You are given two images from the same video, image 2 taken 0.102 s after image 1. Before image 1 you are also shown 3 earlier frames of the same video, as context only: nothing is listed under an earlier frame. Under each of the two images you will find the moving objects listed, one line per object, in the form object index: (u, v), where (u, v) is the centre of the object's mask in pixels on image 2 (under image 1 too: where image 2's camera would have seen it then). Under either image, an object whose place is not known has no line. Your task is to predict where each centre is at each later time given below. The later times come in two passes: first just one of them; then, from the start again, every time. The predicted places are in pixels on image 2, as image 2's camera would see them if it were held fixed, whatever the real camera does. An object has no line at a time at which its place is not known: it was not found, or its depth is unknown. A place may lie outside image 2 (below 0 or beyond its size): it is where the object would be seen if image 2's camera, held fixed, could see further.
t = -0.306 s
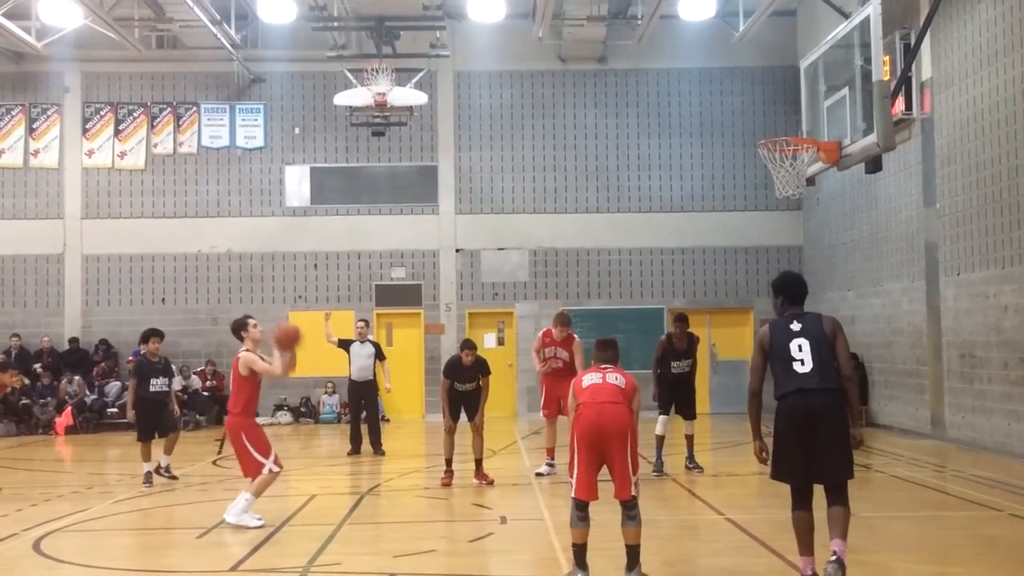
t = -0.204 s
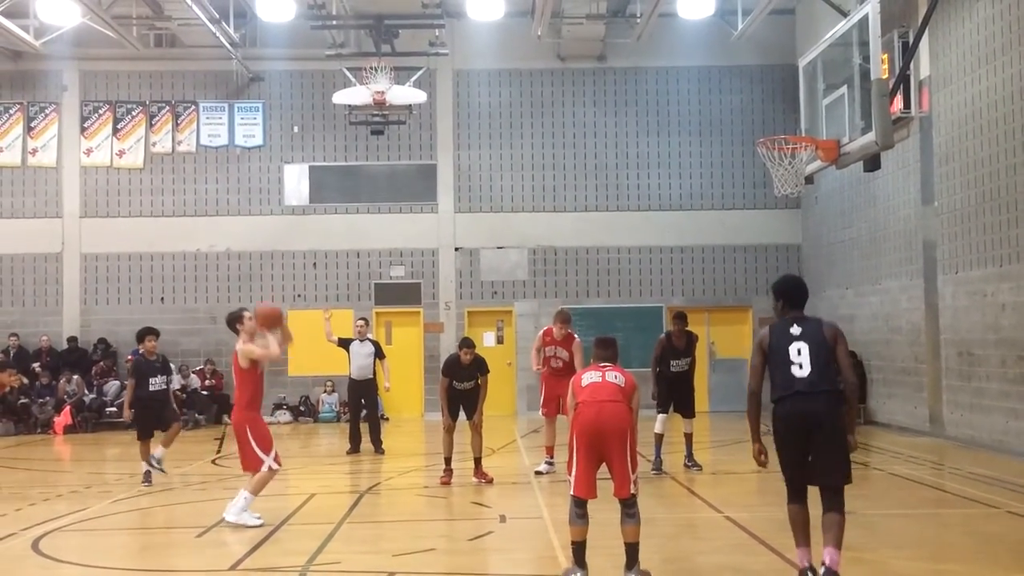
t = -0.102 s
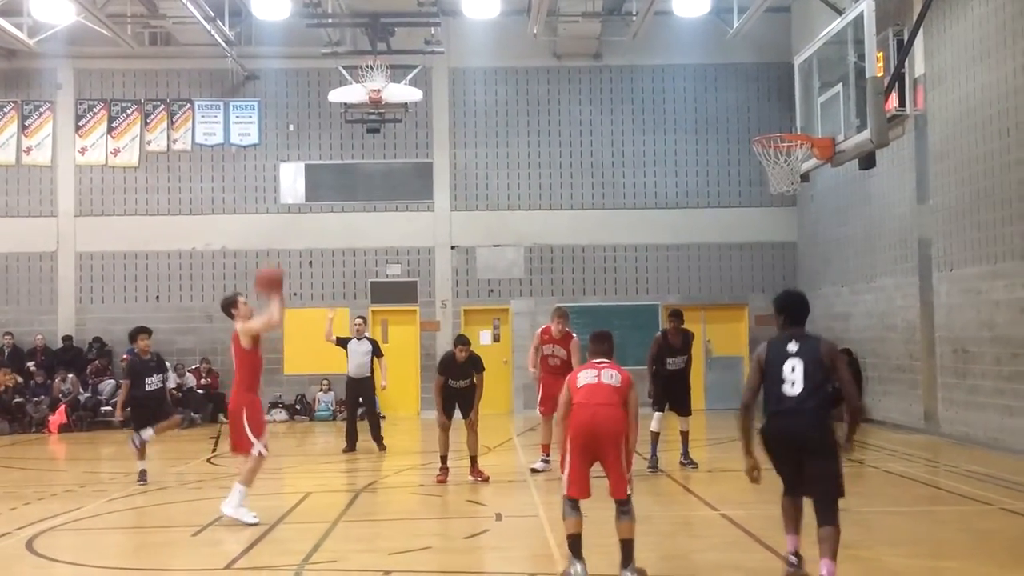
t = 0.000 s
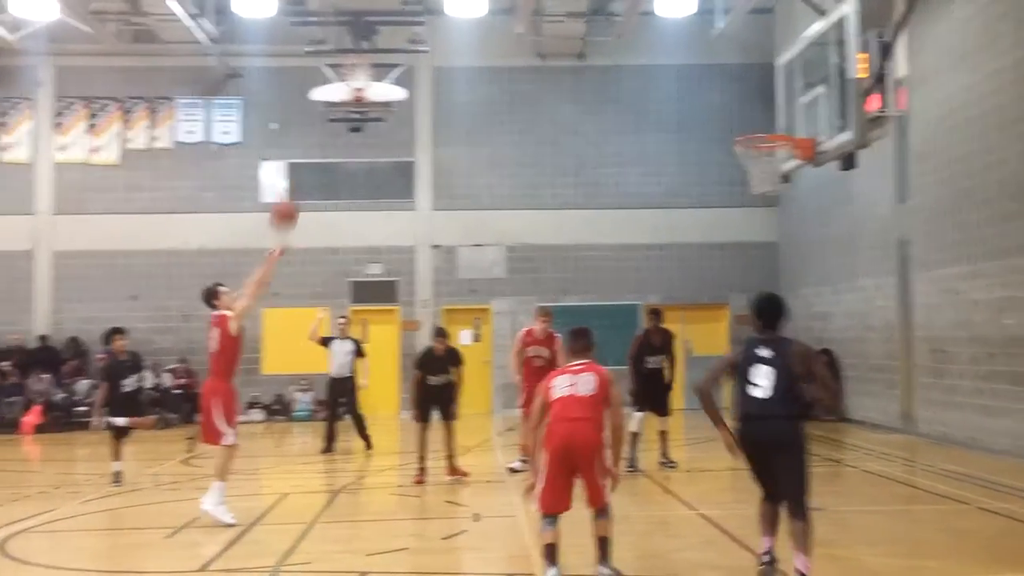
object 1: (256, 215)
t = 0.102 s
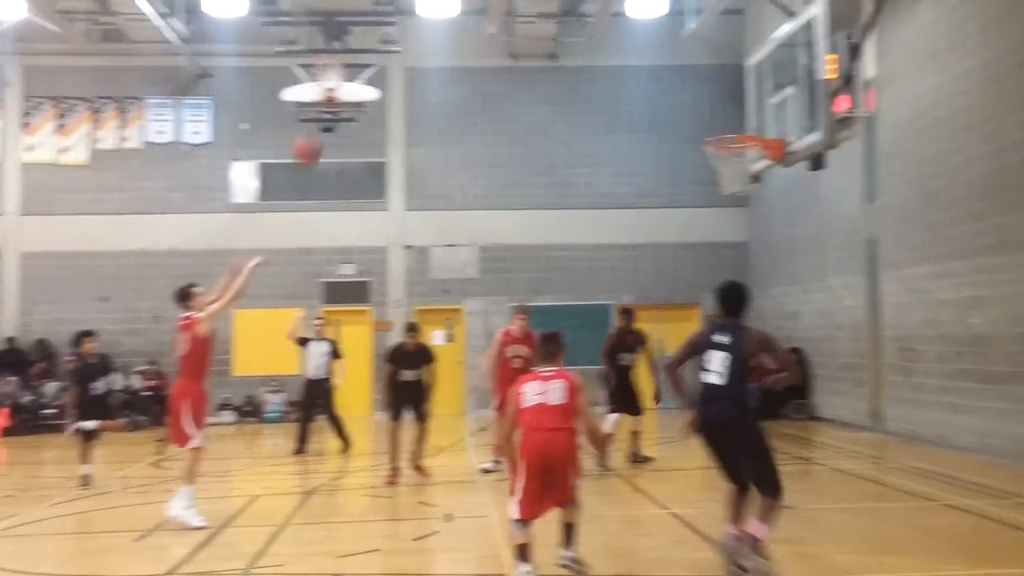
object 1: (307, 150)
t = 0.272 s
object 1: (391, 75)
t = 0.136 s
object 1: (324, 133)
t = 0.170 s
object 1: (341, 116)
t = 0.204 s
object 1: (357, 104)
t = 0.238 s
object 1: (375, 85)
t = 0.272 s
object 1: (391, 75)
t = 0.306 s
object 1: (408, 62)
